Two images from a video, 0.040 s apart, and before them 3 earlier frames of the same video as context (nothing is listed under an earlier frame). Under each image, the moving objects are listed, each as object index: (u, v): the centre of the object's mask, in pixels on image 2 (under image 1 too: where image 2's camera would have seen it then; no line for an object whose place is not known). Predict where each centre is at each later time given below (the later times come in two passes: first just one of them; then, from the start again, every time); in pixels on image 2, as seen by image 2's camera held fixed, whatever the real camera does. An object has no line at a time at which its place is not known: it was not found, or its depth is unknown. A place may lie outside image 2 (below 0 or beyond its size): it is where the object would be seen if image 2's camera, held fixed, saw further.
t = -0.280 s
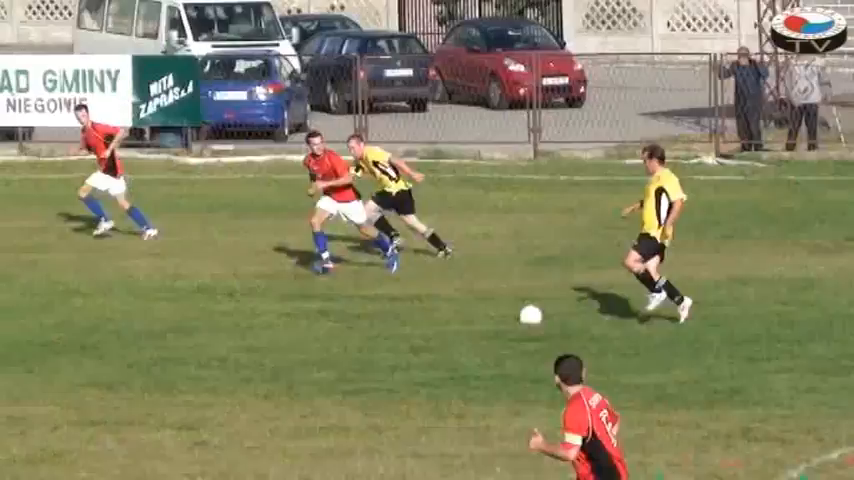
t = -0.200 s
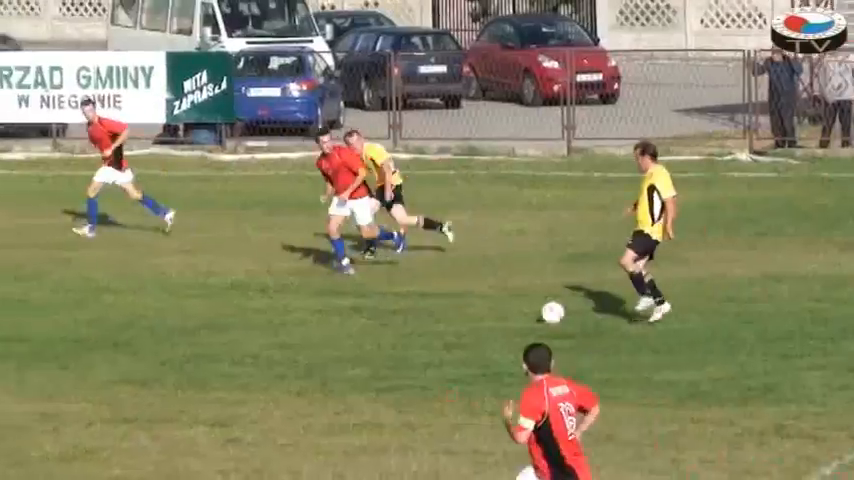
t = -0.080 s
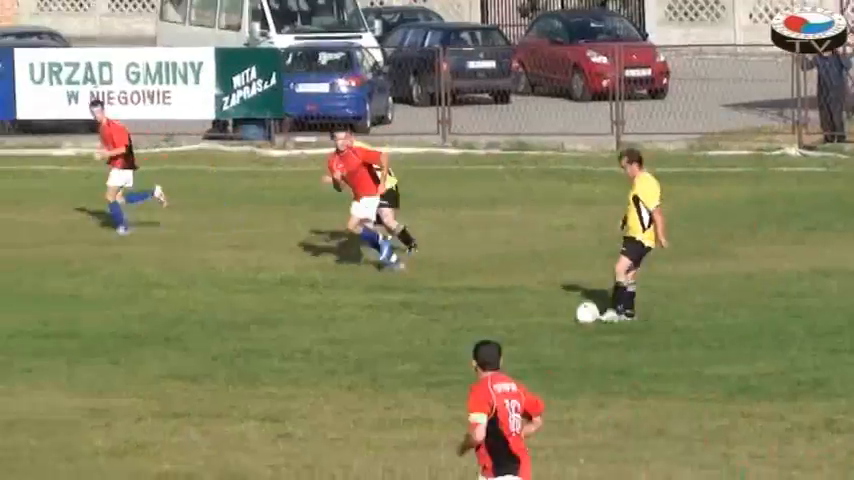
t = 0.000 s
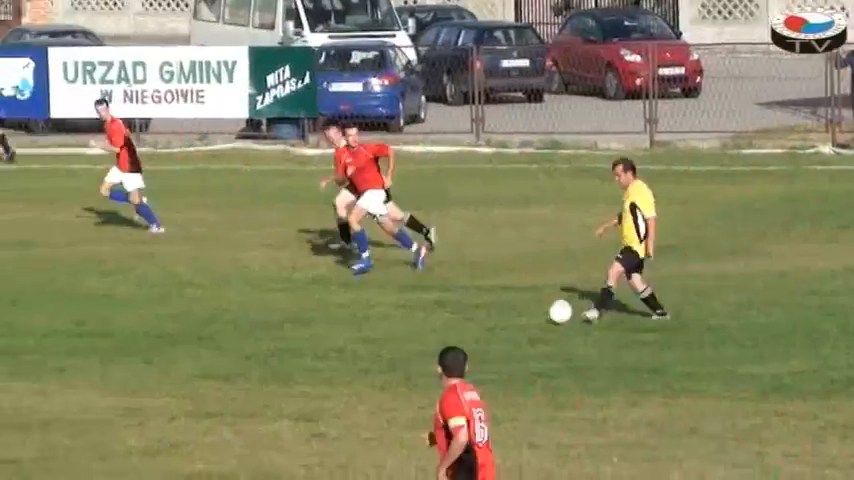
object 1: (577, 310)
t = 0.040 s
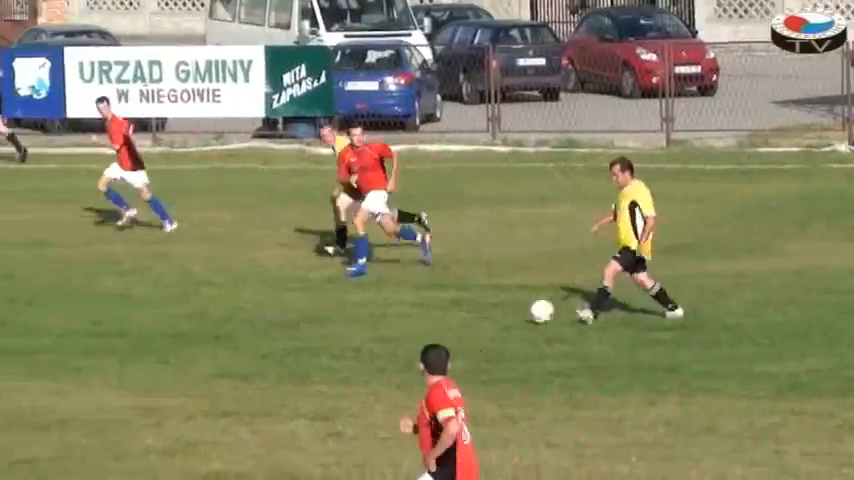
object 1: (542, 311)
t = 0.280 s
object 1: (358, 321)
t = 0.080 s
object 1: (506, 313)
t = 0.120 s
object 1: (472, 317)
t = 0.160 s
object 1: (436, 322)
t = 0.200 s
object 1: (408, 322)
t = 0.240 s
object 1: (382, 321)
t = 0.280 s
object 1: (358, 321)
